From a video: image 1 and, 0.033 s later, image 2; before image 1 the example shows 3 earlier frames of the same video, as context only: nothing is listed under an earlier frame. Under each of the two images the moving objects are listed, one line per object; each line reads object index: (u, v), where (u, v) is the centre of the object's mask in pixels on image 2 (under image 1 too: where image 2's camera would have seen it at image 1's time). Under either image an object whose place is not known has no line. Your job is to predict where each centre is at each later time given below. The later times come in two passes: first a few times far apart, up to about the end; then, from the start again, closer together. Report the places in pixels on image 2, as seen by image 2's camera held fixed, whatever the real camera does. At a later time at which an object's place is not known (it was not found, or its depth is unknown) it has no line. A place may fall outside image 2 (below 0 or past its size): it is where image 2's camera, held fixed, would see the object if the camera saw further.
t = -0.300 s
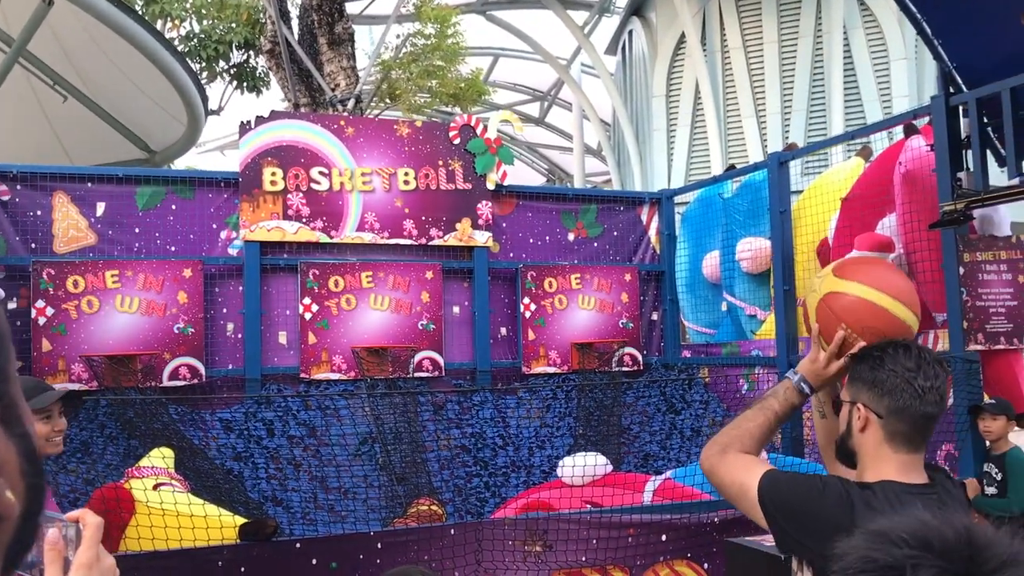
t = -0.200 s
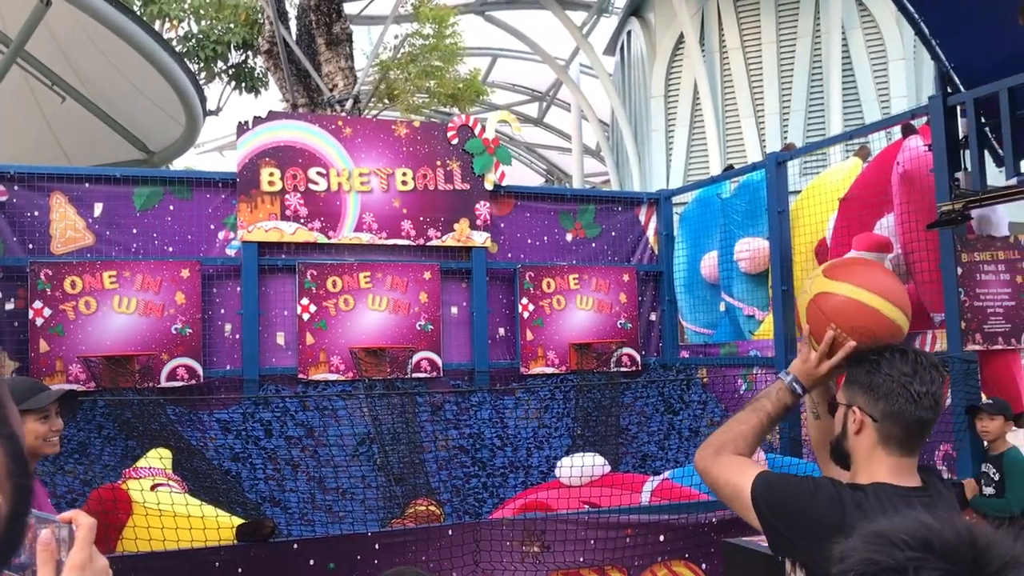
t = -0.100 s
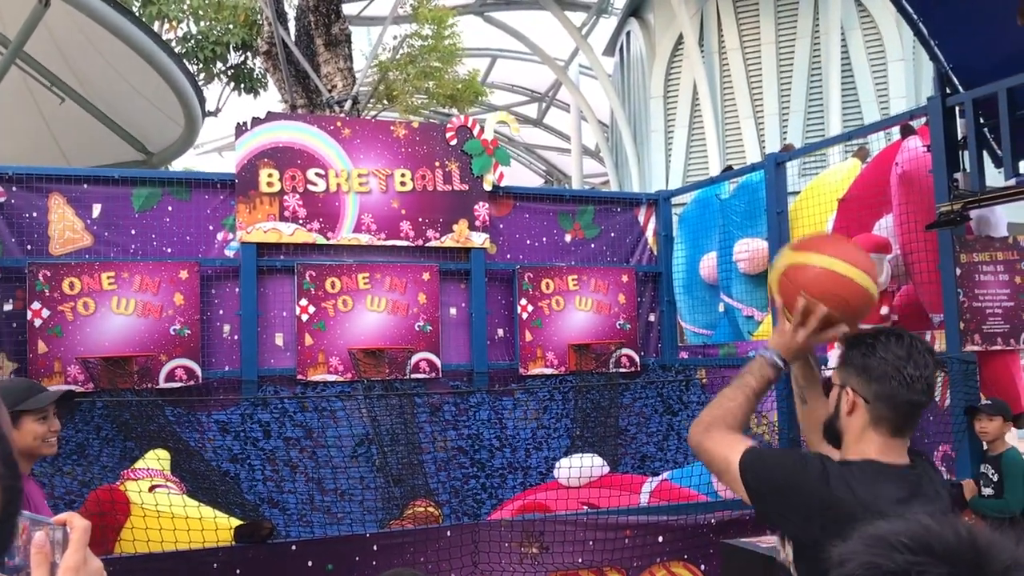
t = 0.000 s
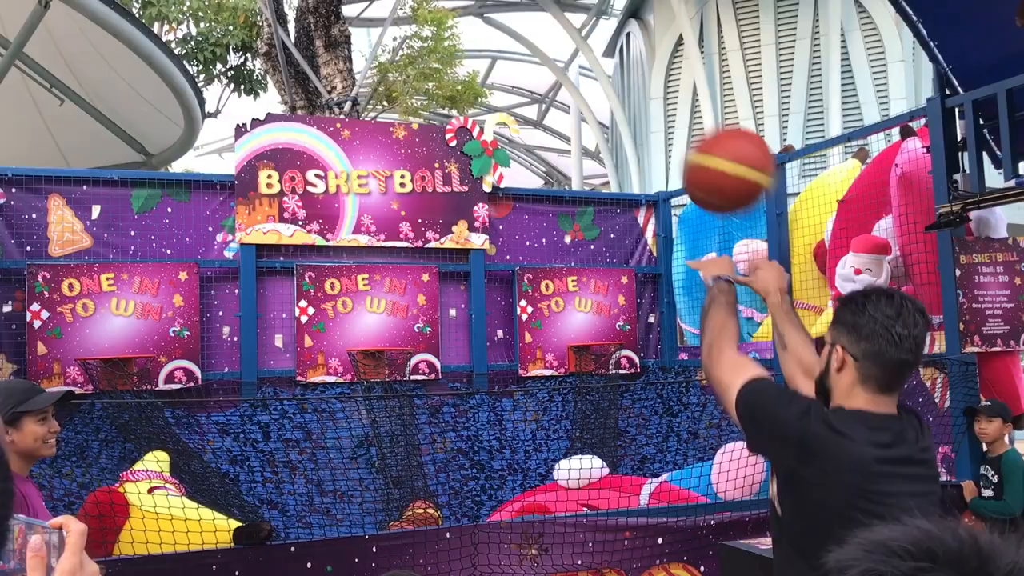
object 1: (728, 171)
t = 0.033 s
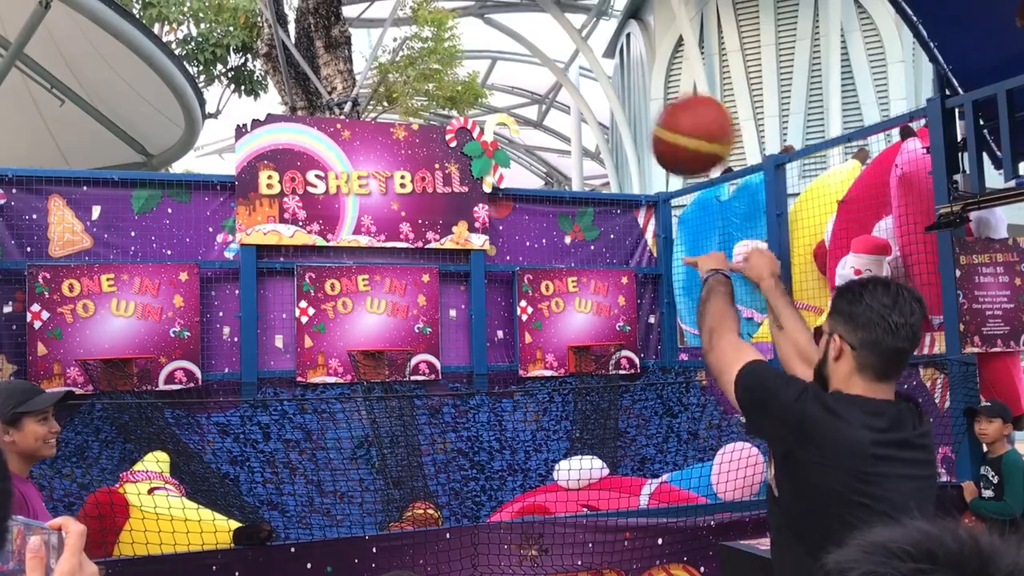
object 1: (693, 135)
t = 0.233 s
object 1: (547, 45)
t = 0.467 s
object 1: (450, 84)
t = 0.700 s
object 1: (390, 198)
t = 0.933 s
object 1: (343, 324)
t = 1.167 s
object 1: (241, 204)
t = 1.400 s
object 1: (148, 157)
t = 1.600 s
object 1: (81, 172)
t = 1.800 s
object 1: (9, 253)
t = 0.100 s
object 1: (634, 85)
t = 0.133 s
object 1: (609, 69)
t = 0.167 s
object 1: (586, 57)
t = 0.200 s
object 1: (565, 49)
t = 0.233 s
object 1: (547, 45)
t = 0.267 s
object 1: (529, 43)
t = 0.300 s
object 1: (513, 45)
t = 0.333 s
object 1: (499, 49)
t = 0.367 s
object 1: (485, 55)
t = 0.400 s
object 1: (473, 63)
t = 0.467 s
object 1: (450, 84)
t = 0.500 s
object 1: (440, 96)
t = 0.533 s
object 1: (430, 110)
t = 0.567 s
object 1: (421, 125)
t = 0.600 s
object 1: (412, 141)
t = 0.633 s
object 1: (405, 158)
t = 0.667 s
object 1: (396, 177)
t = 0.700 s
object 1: (390, 198)
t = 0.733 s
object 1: (382, 217)
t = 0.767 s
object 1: (376, 238)
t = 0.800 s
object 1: (370, 260)
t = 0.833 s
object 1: (364, 282)
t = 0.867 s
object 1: (359, 307)
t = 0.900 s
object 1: (353, 332)
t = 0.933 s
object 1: (343, 324)
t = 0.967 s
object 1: (328, 302)
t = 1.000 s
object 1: (313, 282)
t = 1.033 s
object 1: (298, 262)
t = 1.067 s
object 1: (285, 249)
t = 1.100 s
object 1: (270, 230)
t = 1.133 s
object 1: (255, 216)
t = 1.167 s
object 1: (241, 204)
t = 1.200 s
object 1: (226, 193)
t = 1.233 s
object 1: (212, 184)
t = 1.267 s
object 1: (198, 177)
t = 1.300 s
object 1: (183, 171)
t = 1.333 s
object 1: (169, 165)
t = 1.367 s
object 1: (159, 161)
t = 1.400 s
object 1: (148, 157)
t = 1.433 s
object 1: (137, 156)
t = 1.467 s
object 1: (126, 156)
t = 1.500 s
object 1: (115, 157)
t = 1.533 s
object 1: (104, 162)
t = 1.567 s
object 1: (92, 166)
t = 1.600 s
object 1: (81, 172)
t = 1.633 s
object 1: (69, 181)
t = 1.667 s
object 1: (58, 191)
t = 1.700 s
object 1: (45, 204)
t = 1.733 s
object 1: (33, 219)
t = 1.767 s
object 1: (22, 235)
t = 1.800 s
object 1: (9, 253)
